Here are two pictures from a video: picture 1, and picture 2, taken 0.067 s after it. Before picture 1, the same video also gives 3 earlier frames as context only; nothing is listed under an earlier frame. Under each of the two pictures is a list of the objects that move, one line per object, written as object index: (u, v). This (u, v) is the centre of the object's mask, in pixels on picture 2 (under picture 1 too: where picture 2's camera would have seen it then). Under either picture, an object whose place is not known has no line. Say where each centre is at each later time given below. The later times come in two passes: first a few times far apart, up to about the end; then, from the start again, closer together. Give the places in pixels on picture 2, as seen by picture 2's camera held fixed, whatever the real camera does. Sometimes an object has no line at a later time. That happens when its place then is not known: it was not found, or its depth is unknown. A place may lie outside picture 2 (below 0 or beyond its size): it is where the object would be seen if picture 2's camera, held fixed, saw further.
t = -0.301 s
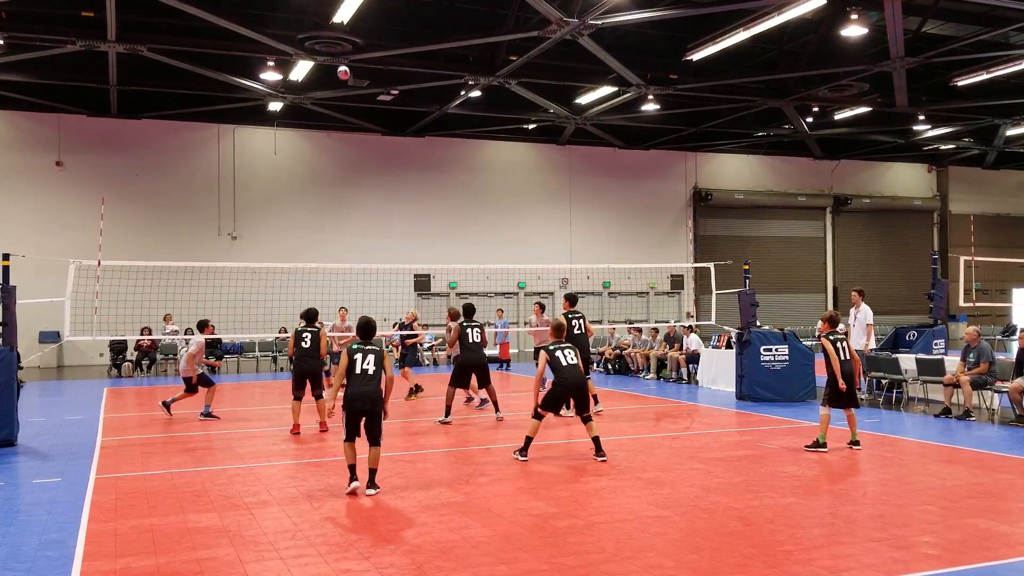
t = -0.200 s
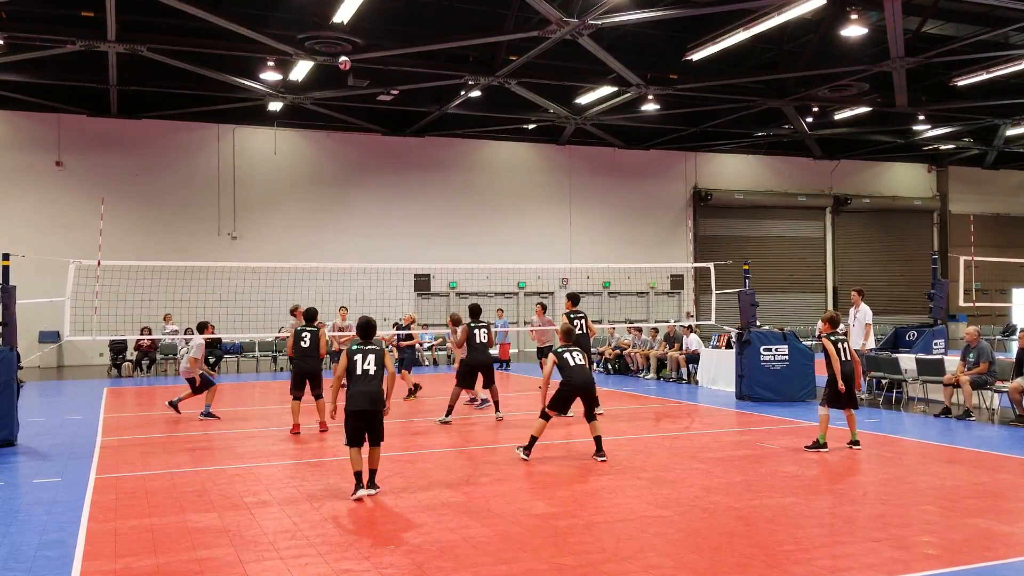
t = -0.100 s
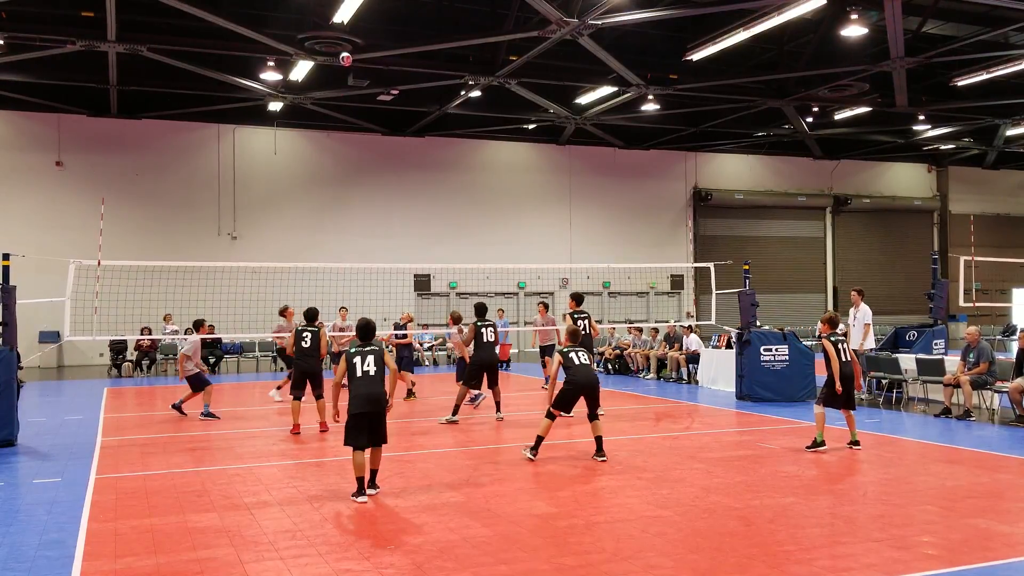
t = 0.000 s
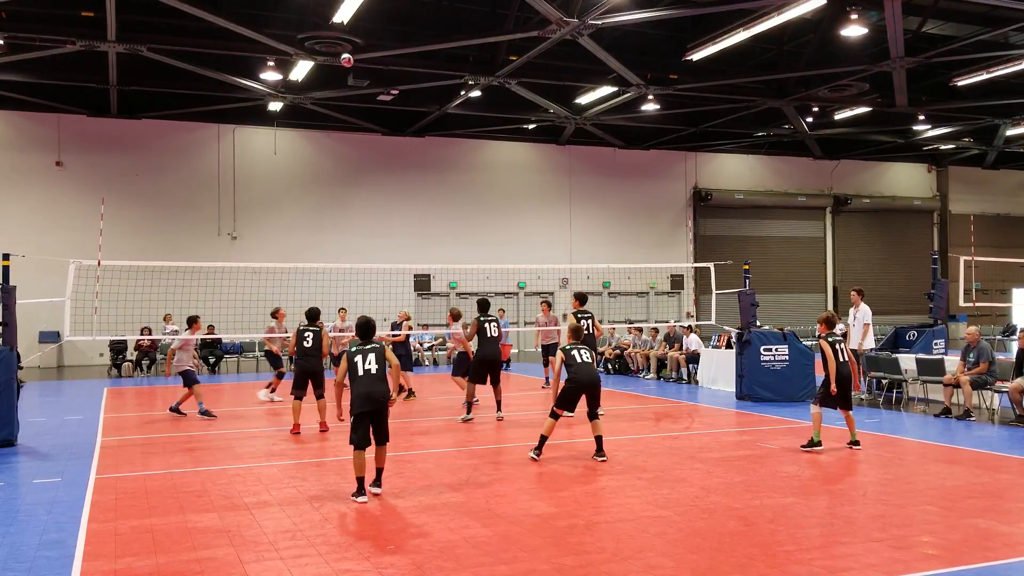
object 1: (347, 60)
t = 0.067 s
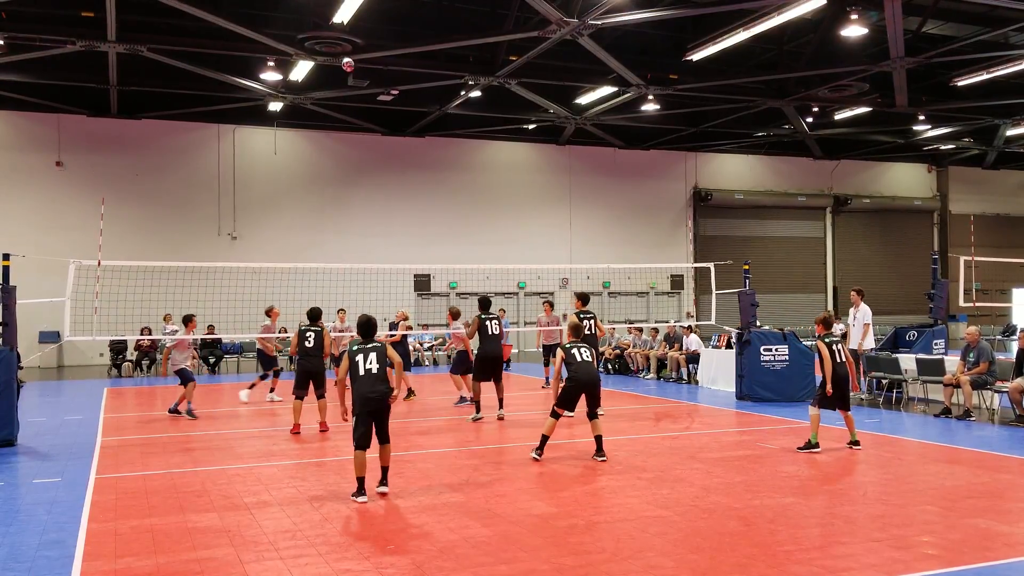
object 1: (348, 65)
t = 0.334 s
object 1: (352, 105)
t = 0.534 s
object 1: (356, 160)
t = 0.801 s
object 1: (361, 270)
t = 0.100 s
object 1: (348, 68)
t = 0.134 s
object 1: (349, 71)
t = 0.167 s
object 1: (349, 75)
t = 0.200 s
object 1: (350, 80)
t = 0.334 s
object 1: (352, 105)
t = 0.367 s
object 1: (353, 113)
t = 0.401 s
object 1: (353, 121)
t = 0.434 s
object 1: (354, 130)
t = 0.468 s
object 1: (354, 139)
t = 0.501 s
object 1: (355, 149)
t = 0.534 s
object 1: (356, 160)
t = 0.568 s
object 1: (356, 172)
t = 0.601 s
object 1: (357, 183)
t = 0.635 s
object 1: (357, 196)
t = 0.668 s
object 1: (358, 209)
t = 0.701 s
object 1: (358, 223)
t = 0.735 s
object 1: (359, 238)
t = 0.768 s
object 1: (360, 253)
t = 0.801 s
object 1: (361, 270)
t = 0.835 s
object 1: (361, 285)
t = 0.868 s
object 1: (361, 301)
